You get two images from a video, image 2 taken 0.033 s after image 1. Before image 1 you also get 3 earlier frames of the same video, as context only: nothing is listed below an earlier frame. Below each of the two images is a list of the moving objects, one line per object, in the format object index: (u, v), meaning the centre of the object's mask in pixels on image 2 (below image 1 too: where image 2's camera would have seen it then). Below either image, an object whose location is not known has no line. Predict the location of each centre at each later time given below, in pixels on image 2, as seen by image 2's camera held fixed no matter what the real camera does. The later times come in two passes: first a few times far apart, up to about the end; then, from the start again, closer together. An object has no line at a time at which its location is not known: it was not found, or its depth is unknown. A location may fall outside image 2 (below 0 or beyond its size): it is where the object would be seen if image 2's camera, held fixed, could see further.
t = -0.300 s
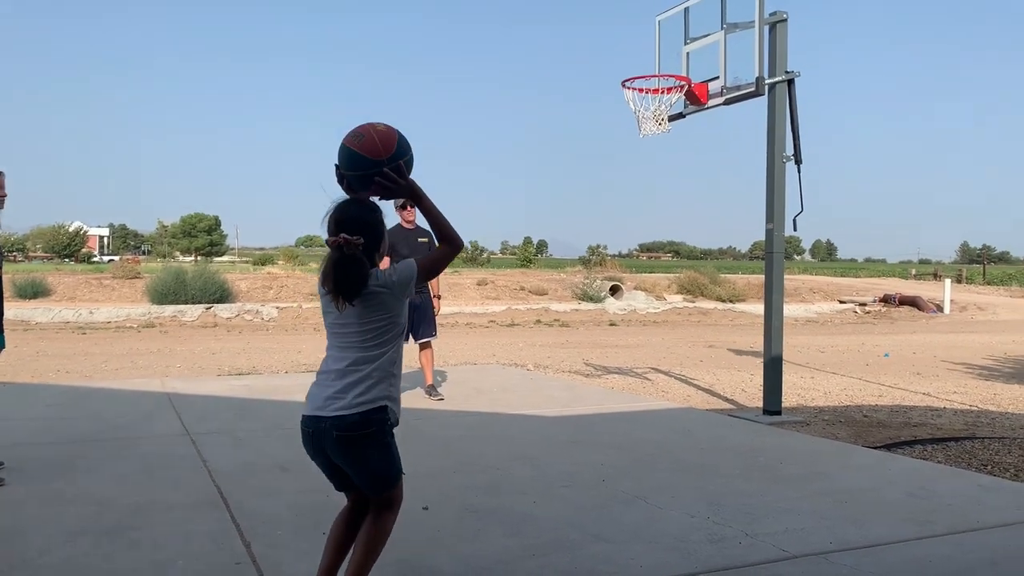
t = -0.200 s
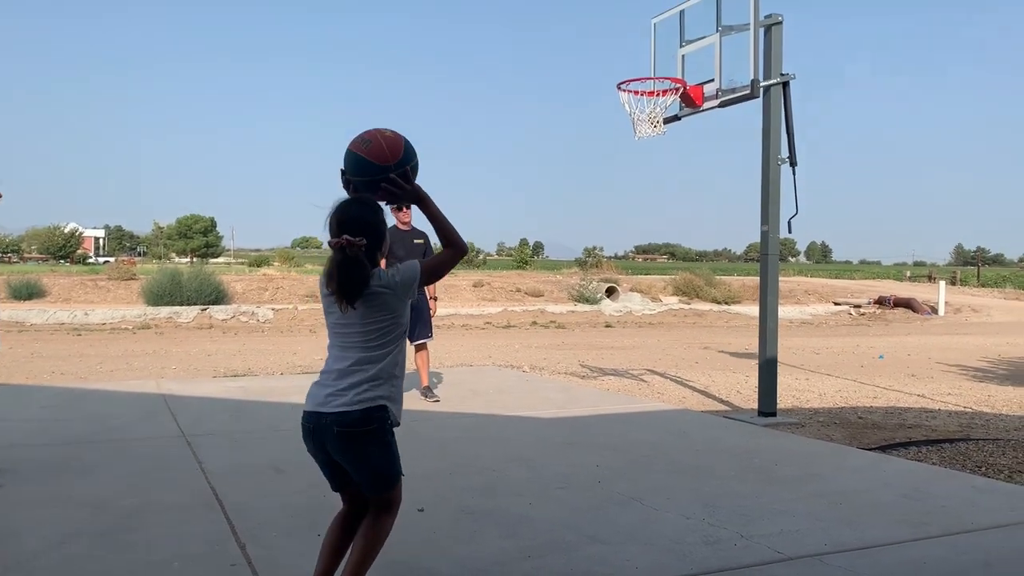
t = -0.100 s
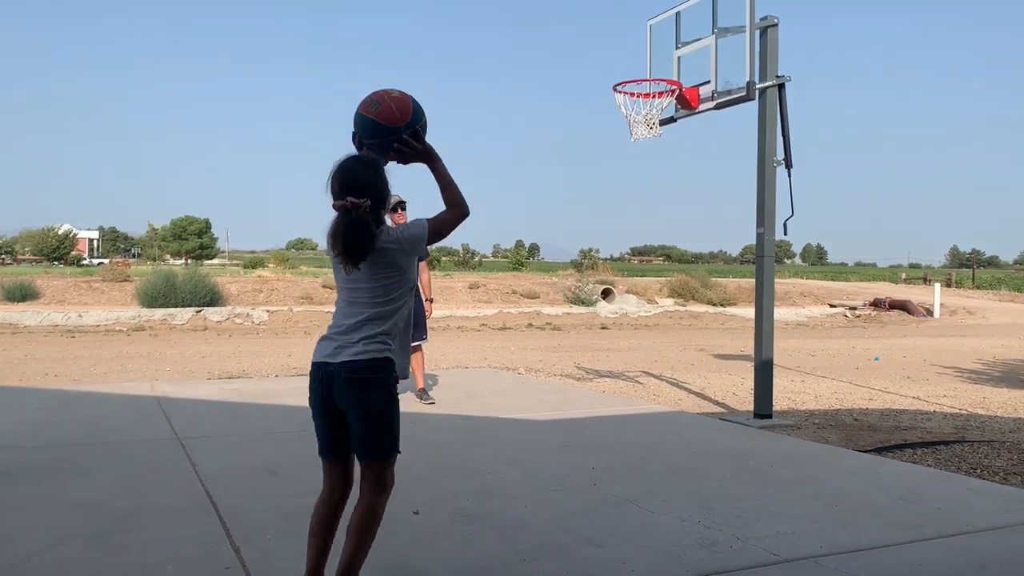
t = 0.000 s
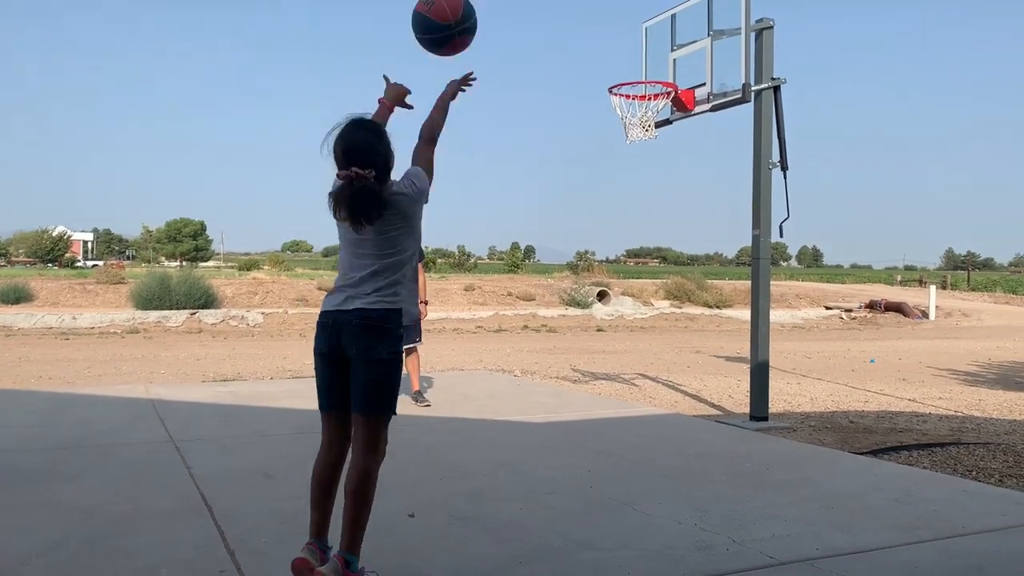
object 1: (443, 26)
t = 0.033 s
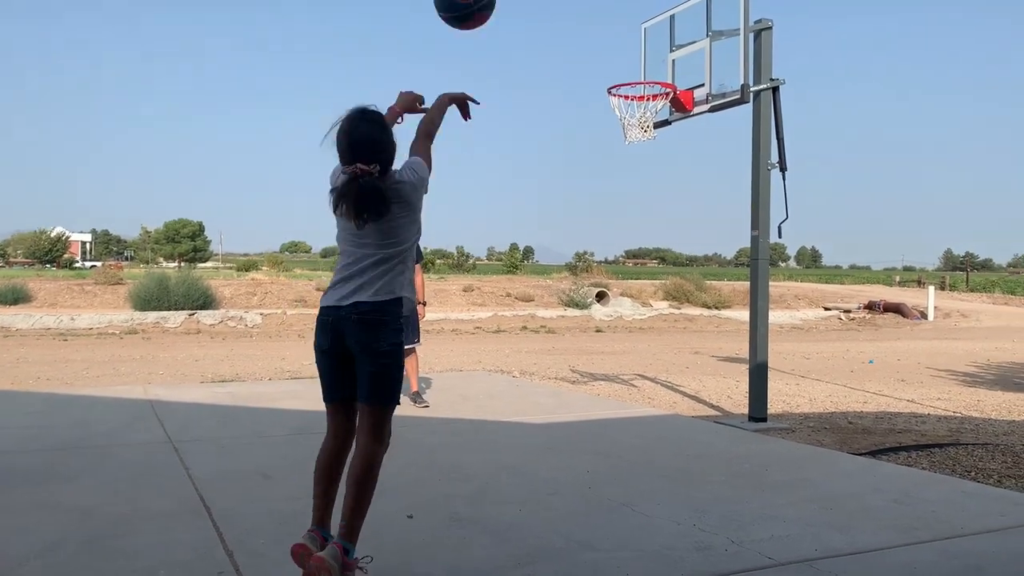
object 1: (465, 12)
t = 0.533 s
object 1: (651, 2)
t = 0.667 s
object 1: (679, 54)
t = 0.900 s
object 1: (656, 77)
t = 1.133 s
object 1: (585, 150)
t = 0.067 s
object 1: (485, 3)
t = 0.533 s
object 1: (651, 2)
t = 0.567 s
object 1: (659, 9)
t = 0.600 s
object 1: (666, 21)
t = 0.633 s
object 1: (673, 37)
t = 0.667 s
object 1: (679, 54)
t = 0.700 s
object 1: (685, 72)
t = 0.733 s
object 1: (697, 78)
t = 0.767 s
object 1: (691, 75)
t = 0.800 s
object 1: (682, 73)
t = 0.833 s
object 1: (674, 72)
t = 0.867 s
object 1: (665, 74)
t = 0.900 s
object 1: (656, 77)
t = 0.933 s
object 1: (646, 81)
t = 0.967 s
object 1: (637, 88)
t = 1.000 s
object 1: (627, 97)
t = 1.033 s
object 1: (617, 107)
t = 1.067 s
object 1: (606, 120)
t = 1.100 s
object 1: (596, 134)
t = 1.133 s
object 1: (585, 150)
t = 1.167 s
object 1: (574, 169)
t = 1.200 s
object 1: (563, 190)
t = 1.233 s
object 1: (551, 214)
